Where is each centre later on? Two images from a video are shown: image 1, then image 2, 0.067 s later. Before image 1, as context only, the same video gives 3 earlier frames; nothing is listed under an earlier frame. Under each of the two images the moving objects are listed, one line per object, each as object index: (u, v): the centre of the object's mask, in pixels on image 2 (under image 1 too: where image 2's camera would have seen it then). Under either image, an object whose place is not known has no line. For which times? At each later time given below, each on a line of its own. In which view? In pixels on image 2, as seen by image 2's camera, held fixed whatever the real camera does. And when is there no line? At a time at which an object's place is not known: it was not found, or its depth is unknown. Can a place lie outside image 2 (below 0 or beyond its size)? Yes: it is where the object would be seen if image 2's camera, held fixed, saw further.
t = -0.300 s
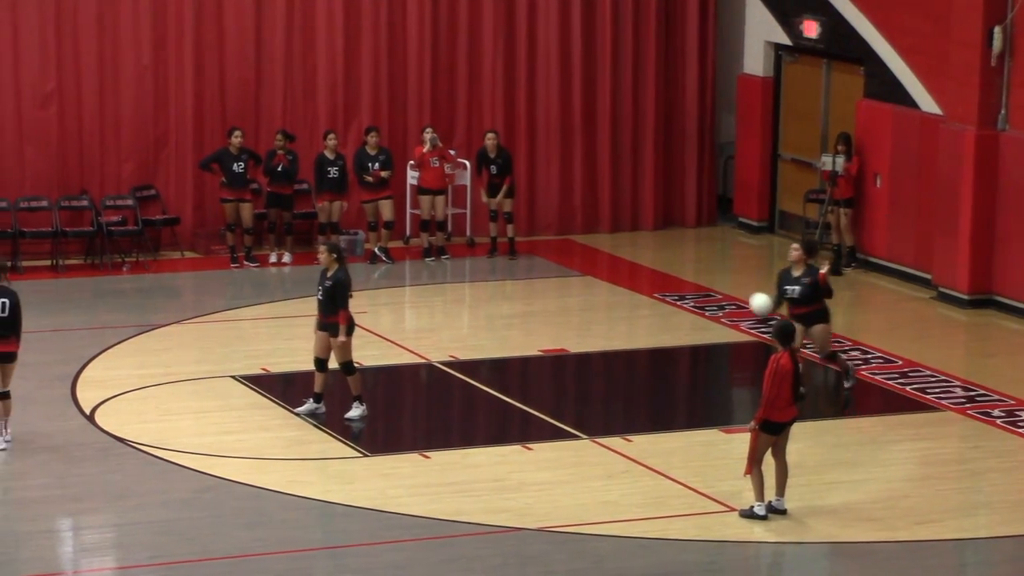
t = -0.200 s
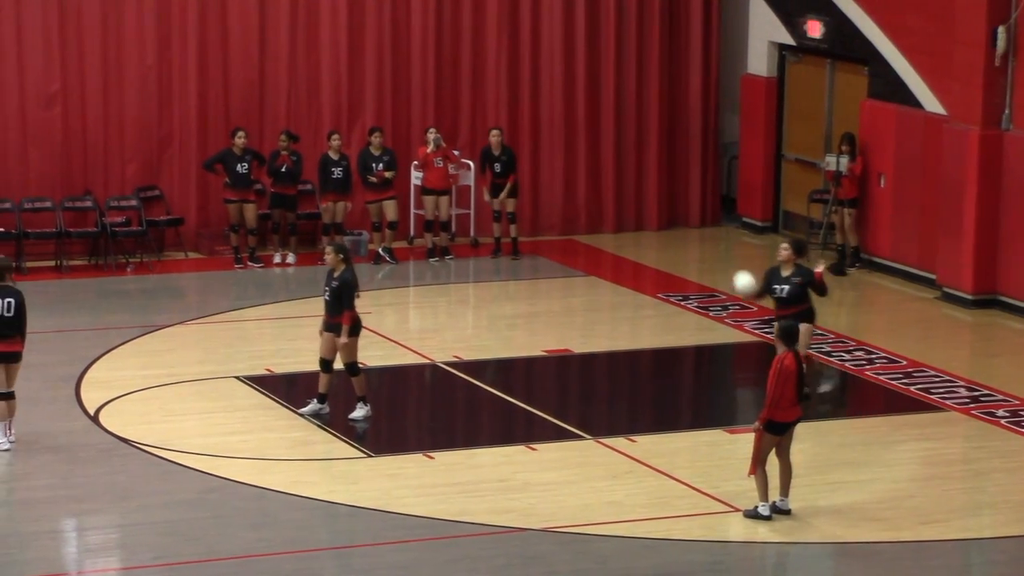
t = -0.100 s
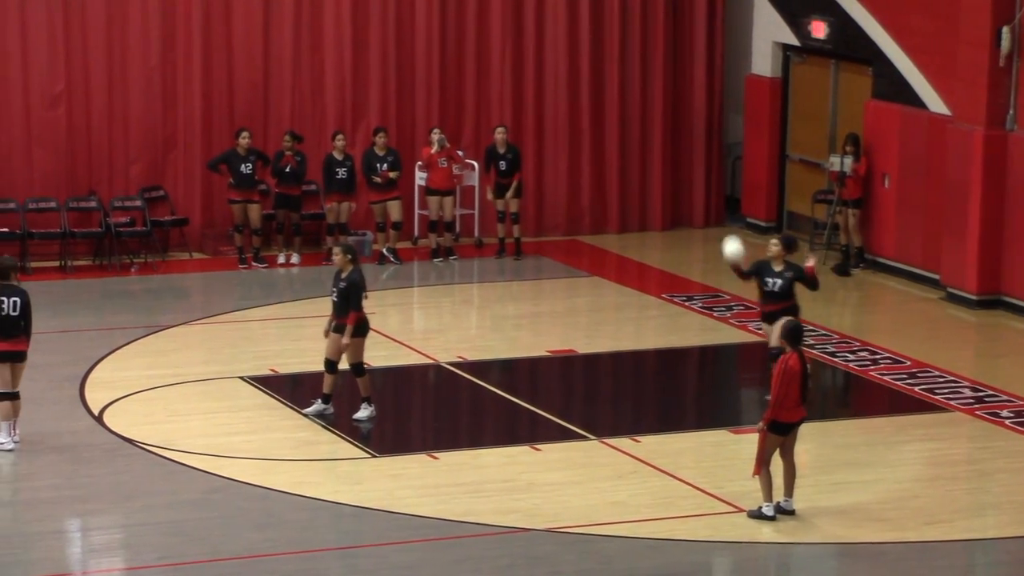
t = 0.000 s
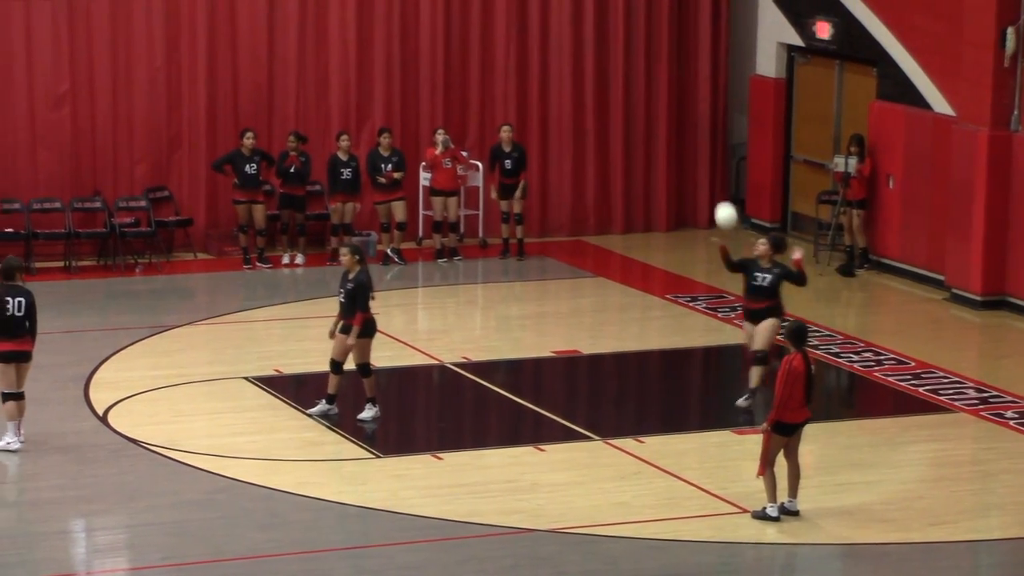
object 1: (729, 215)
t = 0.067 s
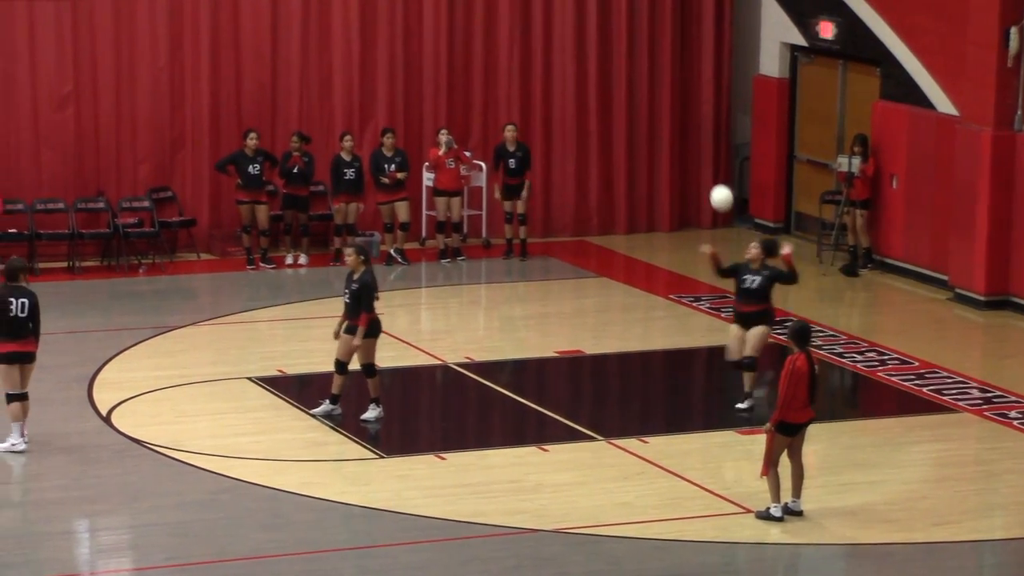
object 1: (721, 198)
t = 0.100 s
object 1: (717, 191)
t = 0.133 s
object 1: (713, 185)
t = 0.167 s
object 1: (709, 180)
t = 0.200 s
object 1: (705, 176)
